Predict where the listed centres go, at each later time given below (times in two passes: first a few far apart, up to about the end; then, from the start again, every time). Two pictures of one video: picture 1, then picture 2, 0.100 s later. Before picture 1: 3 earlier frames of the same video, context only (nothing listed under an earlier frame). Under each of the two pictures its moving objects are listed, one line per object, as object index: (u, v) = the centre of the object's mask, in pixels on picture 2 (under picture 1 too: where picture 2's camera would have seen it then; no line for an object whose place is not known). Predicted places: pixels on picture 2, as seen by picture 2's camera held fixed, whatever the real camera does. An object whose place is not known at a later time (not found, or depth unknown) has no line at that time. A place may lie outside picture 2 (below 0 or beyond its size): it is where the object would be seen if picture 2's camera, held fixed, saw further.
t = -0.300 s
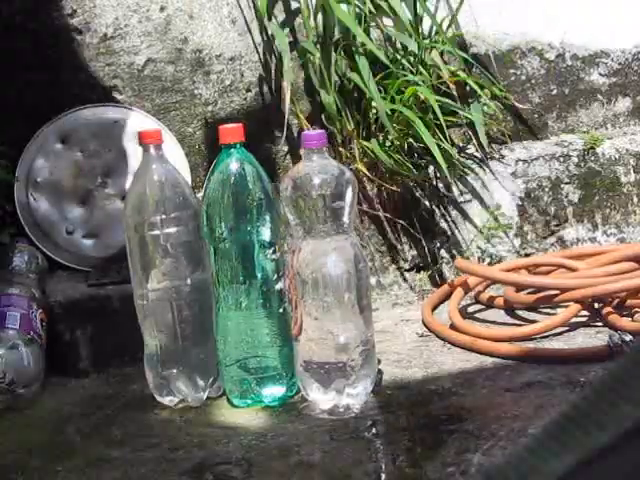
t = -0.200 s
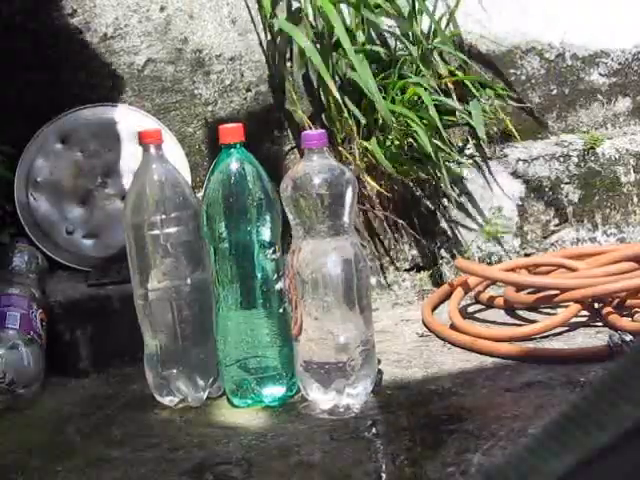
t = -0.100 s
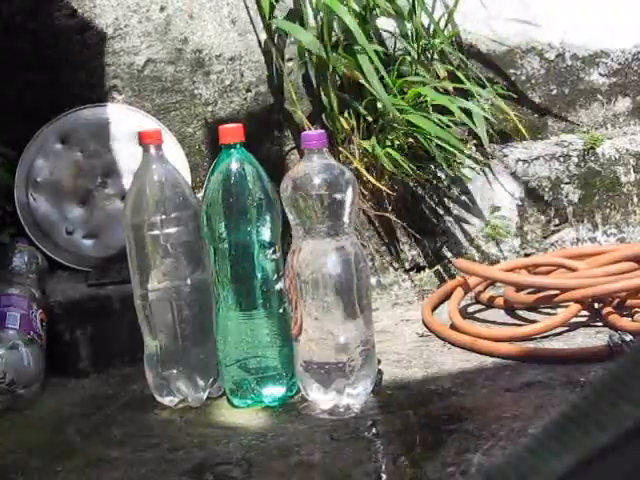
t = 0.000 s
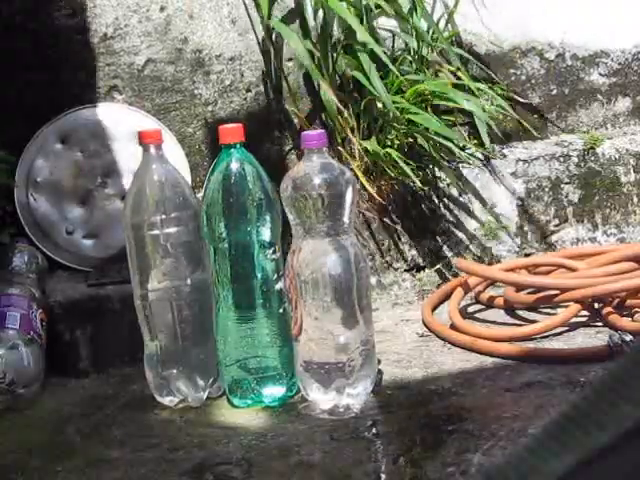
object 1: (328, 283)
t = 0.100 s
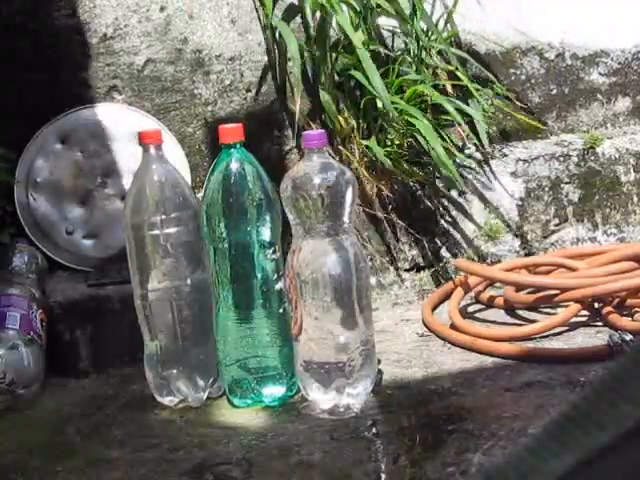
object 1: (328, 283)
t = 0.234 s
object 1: (326, 281)
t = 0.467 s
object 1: (338, 280)
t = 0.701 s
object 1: (359, 284)
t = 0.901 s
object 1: (405, 333)
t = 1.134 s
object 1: (425, 380)
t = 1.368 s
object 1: (424, 403)
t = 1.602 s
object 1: (424, 404)
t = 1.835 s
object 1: (429, 403)
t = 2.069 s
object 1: (429, 402)
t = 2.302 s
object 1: (427, 403)
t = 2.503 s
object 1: (428, 403)
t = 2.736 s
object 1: (428, 403)
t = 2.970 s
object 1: (428, 403)
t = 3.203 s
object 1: (428, 403)
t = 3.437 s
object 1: (428, 403)
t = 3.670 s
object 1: (428, 403)
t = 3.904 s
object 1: (428, 403)
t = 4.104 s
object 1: (428, 403)
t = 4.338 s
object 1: (428, 403)
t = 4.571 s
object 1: (428, 403)
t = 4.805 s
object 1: (428, 403)
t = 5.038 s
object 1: (428, 403)
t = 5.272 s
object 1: (427, 403)
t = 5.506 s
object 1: (428, 403)
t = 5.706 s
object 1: (428, 403)
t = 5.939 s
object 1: (428, 403)
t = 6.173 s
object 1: (428, 403)
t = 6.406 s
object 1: (428, 403)
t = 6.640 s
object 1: (428, 403)
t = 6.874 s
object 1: (428, 403)
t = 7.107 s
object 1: (428, 403)
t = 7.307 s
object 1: (428, 403)
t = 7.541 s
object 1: (428, 403)
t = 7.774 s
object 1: (428, 403)
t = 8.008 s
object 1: (428, 403)
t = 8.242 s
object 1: (428, 403)
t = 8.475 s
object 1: (428, 403)
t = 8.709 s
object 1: (428, 403)
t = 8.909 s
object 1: (430, 402)
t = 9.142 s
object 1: (430, 402)
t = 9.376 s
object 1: (430, 402)
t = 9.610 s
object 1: (429, 402)
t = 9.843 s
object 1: (429, 402)
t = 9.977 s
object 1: (429, 402)
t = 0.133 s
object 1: (328, 283)
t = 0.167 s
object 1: (328, 283)
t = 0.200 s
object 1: (328, 281)
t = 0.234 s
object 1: (326, 281)
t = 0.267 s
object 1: (326, 282)
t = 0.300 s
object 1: (326, 281)
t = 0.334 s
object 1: (327, 282)
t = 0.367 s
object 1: (328, 283)
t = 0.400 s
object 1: (331, 282)
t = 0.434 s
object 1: (334, 281)
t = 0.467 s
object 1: (338, 280)
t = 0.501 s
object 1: (342, 281)
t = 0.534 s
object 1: (344, 281)
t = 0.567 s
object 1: (347, 280)
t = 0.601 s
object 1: (349, 281)
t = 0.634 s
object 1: (352, 281)
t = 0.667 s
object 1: (356, 282)
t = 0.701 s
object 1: (359, 284)
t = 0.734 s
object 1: (363, 286)
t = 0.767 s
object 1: (368, 289)
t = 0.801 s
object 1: (375, 293)
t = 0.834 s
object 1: (383, 302)
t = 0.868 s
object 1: (394, 313)
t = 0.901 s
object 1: (405, 333)
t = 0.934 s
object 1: (419, 362)
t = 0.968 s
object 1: (427, 397)
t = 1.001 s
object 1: (430, 385)
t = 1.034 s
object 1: (426, 371)
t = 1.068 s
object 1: (424, 366)
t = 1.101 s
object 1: (424, 369)
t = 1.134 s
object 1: (425, 380)
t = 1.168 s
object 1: (427, 399)
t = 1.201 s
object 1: (426, 402)
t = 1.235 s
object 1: (427, 395)
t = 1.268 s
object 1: (426, 394)
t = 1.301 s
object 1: (425, 401)
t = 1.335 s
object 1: (422, 406)
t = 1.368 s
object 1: (424, 403)
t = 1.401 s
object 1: (423, 405)
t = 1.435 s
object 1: (422, 406)
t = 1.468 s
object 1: (423, 405)
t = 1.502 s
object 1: (423, 405)
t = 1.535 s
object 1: (423, 405)
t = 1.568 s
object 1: (424, 405)
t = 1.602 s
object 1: (424, 404)
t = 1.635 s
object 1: (425, 405)
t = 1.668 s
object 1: (426, 404)
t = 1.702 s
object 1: (426, 404)
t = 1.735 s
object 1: (427, 404)
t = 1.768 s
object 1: (428, 403)
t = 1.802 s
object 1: (429, 403)
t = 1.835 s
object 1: (429, 403)
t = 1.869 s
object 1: (430, 402)
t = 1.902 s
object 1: (430, 402)
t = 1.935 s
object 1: (430, 402)
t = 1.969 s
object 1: (430, 402)
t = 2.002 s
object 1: (430, 402)
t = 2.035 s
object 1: (430, 402)
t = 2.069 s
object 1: (429, 402)
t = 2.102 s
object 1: (429, 402)
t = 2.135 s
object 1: (428, 403)
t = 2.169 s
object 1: (428, 403)
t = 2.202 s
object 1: (427, 403)
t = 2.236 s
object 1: (427, 403)
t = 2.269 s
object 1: (427, 403)
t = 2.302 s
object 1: (427, 403)
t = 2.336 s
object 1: (427, 403)
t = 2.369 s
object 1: (427, 403)
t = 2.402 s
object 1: (427, 403)
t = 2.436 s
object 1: (427, 403)
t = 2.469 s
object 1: (428, 403)
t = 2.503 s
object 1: (428, 403)
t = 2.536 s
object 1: (428, 403)
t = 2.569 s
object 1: (428, 403)
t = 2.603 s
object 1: (428, 403)
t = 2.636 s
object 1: (428, 403)
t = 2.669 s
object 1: (428, 403)
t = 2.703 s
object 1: (428, 403)
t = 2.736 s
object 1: (428, 403)
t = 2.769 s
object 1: (428, 403)
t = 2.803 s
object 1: (428, 403)
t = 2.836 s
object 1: (428, 403)
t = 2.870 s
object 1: (428, 403)
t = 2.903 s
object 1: (427, 403)
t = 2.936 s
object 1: (428, 403)
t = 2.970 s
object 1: (428, 403)
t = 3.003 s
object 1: (428, 403)
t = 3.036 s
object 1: (428, 403)
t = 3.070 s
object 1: (428, 403)
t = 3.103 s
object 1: (428, 403)
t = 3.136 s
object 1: (428, 403)
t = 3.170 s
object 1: (428, 403)
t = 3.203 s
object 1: (428, 403)
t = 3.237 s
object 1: (428, 403)
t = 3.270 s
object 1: (428, 403)
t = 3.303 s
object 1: (428, 403)
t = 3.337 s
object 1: (428, 403)
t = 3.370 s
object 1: (428, 403)
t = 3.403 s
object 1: (428, 403)
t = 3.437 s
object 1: (428, 403)
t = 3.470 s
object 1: (428, 403)
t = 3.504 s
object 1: (428, 403)
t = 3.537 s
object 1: (428, 403)
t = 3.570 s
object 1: (428, 403)
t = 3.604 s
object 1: (428, 403)
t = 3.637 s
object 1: (428, 403)
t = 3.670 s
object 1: (428, 403)
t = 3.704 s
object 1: (428, 403)
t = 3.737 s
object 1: (428, 403)
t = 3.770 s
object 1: (428, 403)
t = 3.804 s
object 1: (428, 403)
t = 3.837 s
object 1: (428, 403)
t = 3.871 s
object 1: (428, 403)
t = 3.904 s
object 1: (428, 403)
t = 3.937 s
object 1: (428, 403)
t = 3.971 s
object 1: (428, 403)
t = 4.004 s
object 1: (428, 403)
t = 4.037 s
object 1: (428, 403)
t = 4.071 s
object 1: (428, 403)
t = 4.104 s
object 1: (428, 403)
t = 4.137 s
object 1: (428, 403)
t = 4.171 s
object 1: (428, 403)
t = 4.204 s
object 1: (428, 403)
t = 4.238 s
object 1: (428, 403)
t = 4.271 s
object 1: (428, 403)
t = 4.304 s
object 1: (428, 403)
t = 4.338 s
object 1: (428, 403)
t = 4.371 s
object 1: (428, 403)
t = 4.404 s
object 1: (428, 403)
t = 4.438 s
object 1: (428, 403)
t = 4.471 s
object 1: (428, 403)
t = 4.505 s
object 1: (428, 403)
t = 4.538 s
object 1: (428, 403)
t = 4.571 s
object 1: (428, 403)
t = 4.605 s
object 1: (428, 403)
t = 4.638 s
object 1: (428, 403)
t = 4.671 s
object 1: (428, 403)
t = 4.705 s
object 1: (428, 403)
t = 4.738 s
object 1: (428, 403)
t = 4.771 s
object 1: (428, 403)
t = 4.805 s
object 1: (428, 403)
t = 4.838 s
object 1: (428, 403)
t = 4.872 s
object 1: (428, 403)
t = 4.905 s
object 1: (428, 403)
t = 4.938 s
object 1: (428, 403)
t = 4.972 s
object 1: (427, 403)
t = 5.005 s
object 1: (428, 403)
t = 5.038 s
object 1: (428, 403)
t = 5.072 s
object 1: (428, 403)
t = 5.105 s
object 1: (427, 403)
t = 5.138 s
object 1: (428, 403)
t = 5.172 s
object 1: (427, 403)
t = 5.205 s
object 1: (427, 403)
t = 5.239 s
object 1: (427, 403)
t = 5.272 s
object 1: (427, 403)
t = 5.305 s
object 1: (427, 403)
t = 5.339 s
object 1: (427, 403)
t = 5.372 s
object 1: (428, 403)
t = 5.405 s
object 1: (427, 403)
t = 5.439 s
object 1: (428, 403)
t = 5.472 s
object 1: (428, 403)
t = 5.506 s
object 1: (428, 403)
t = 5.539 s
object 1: (428, 403)
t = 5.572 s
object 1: (428, 403)
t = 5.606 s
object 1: (428, 403)
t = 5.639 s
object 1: (428, 403)
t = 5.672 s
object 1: (428, 403)
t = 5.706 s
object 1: (428, 403)
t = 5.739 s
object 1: (428, 403)
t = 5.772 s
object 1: (428, 403)
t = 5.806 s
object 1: (428, 403)
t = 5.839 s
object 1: (428, 403)
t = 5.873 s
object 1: (428, 403)
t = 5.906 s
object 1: (428, 403)
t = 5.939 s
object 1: (428, 403)
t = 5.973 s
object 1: (428, 403)
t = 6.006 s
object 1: (428, 403)
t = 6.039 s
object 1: (428, 403)
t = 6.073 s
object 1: (428, 403)
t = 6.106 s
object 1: (428, 403)
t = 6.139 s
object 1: (428, 403)
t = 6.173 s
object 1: (428, 403)
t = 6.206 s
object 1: (428, 403)
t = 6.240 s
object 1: (428, 403)
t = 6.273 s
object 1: (428, 403)
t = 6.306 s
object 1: (428, 403)
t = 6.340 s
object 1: (428, 403)
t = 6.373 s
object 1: (428, 403)
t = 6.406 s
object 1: (428, 403)
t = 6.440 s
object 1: (428, 403)
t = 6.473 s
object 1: (428, 403)
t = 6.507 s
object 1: (428, 403)
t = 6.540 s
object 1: (428, 403)
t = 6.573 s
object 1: (428, 403)
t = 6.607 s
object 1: (428, 403)
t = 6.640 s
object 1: (428, 403)
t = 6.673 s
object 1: (428, 403)
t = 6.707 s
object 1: (428, 403)
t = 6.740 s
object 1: (428, 403)
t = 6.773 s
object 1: (428, 403)
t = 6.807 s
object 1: (428, 403)
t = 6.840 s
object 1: (428, 403)
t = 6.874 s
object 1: (428, 403)
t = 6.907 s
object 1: (428, 403)
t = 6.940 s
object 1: (428, 403)
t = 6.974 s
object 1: (428, 403)
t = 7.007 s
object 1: (428, 403)
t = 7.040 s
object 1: (428, 403)
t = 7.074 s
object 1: (428, 403)
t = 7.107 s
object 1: (428, 403)
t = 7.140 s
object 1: (428, 403)
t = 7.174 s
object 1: (428, 403)
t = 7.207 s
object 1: (428, 403)
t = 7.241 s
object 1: (428, 403)
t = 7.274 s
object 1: (428, 403)
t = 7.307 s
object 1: (428, 403)
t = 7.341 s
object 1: (428, 403)
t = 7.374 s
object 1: (428, 403)
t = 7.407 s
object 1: (428, 403)
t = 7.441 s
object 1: (428, 403)
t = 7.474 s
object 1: (428, 403)
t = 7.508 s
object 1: (428, 403)
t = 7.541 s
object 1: (428, 403)
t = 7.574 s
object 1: (428, 403)
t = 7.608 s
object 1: (428, 403)
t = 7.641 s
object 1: (428, 403)
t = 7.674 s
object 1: (428, 403)
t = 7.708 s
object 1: (428, 403)
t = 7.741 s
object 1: (428, 403)
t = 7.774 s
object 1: (428, 403)
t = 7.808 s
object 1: (428, 403)
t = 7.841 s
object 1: (428, 403)
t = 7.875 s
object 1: (428, 403)
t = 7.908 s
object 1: (428, 403)
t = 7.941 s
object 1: (428, 403)
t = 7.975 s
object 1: (428, 403)
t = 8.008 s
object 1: (428, 403)
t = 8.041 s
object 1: (428, 403)
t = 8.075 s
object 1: (428, 403)
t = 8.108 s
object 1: (428, 403)
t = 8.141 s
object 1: (428, 403)
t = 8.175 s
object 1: (428, 403)
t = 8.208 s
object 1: (428, 403)
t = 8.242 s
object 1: (428, 403)
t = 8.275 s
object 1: (428, 403)
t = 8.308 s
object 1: (428, 403)
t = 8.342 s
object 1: (428, 403)
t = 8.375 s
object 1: (428, 403)
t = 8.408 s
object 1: (428, 403)
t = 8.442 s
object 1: (428, 403)
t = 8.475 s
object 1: (428, 403)
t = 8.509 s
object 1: (428, 403)
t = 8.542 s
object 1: (428, 403)
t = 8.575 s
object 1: (428, 403)
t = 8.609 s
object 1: (428, 403)
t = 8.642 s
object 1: (427, 403)
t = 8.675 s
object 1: (428, 401)
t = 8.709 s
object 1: (428, 403)
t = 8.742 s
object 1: (428, 402)
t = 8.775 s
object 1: (429, 402)
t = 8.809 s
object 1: (430, 402)
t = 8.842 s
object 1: (430, 402)
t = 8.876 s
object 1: (430, 402)
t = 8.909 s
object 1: (430, 402)
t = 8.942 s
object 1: (430, 402)
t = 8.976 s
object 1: (430, 402)
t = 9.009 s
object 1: (430, 402)
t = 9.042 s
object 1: (430, 402)
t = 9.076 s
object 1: (430, 402)
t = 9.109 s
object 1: (430, 402)
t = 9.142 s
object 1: (430, 402)
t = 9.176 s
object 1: (430, 402)
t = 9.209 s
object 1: (430, 402)
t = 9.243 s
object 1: (430, 402)
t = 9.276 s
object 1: (430, 402)
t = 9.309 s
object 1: (430, 402)
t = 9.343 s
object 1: (430, 402)
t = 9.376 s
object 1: (430, 402)
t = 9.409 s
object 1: (430, 402)
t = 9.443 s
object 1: (430, 402)
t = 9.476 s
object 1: (430, 402)
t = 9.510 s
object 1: (429, 402)
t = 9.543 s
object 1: (429, 402)
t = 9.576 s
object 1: (430, 402)
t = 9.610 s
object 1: (429, 402)
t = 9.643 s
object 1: (430, 402)
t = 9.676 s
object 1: (430, 402)
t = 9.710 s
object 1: (430, 402)
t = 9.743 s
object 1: (430, 402)
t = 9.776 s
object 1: (430, 402)
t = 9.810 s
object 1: (429, 402)
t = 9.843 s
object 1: (429, 402)
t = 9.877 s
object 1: (429, 402)
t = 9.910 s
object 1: (429, 402)
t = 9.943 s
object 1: (429, 402)
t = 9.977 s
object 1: (429, 402)
